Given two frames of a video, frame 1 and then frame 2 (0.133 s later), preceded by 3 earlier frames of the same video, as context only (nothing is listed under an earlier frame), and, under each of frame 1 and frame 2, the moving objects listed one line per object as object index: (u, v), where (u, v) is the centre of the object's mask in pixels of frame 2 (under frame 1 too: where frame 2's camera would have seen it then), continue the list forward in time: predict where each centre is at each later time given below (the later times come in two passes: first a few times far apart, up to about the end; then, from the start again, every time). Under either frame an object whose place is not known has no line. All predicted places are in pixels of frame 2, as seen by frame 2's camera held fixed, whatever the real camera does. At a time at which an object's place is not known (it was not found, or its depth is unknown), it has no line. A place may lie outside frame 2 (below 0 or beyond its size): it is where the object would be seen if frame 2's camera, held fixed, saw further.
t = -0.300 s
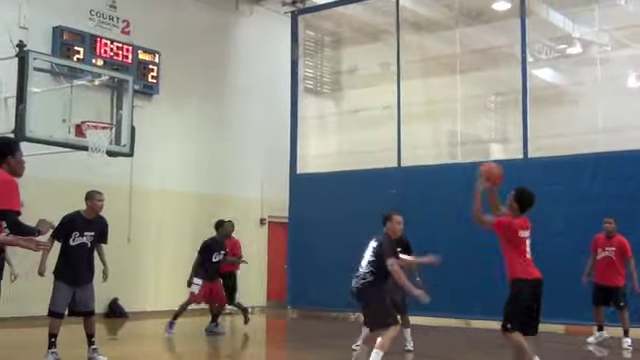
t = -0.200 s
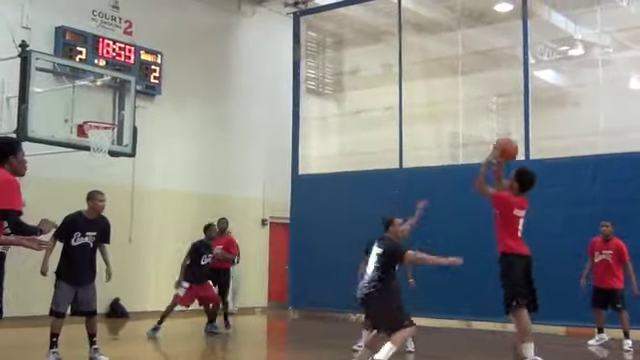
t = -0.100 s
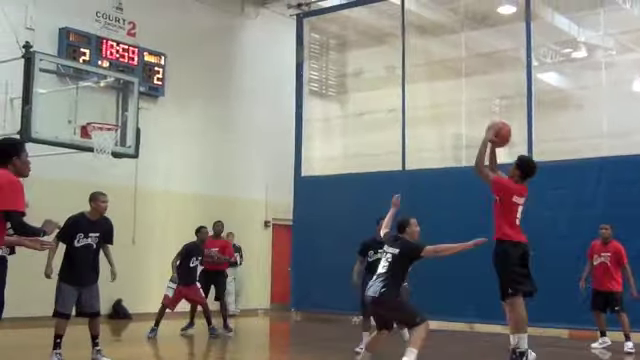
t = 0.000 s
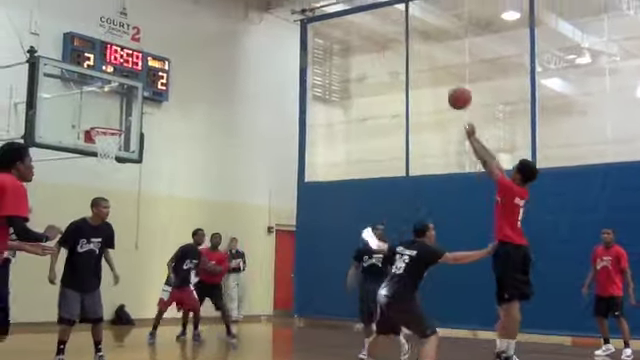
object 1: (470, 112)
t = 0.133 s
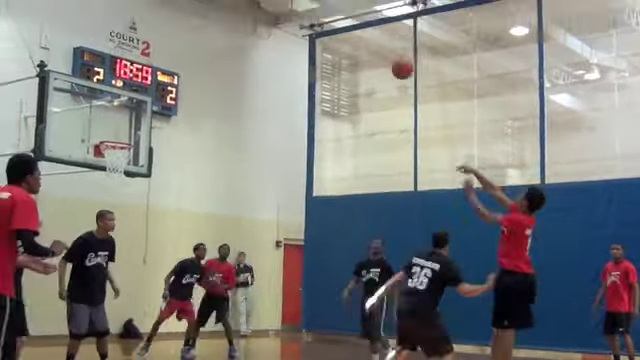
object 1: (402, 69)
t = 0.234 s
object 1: (359, 48)
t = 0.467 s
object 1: (272, 40)
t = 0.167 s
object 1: (387, 60)
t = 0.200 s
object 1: (373, 54)
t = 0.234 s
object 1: (359, 48)
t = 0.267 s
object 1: (346, 44)
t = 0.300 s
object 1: (332, 40)
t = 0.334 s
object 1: (322, 39)
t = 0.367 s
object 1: (307, 37)
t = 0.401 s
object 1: (295, 38)
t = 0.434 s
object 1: (283, 39)
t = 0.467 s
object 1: (272, 40)
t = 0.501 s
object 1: (261, 41)
